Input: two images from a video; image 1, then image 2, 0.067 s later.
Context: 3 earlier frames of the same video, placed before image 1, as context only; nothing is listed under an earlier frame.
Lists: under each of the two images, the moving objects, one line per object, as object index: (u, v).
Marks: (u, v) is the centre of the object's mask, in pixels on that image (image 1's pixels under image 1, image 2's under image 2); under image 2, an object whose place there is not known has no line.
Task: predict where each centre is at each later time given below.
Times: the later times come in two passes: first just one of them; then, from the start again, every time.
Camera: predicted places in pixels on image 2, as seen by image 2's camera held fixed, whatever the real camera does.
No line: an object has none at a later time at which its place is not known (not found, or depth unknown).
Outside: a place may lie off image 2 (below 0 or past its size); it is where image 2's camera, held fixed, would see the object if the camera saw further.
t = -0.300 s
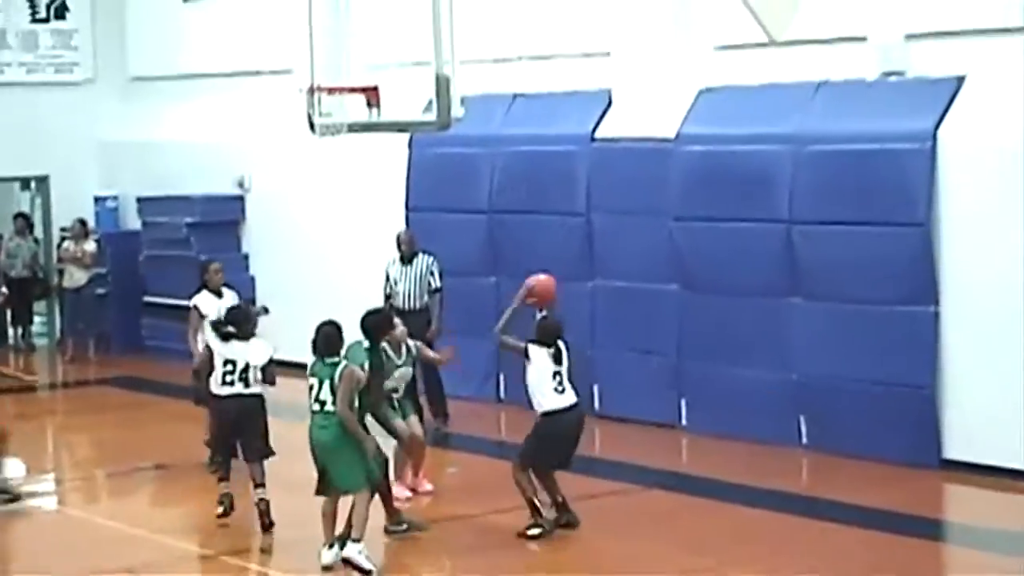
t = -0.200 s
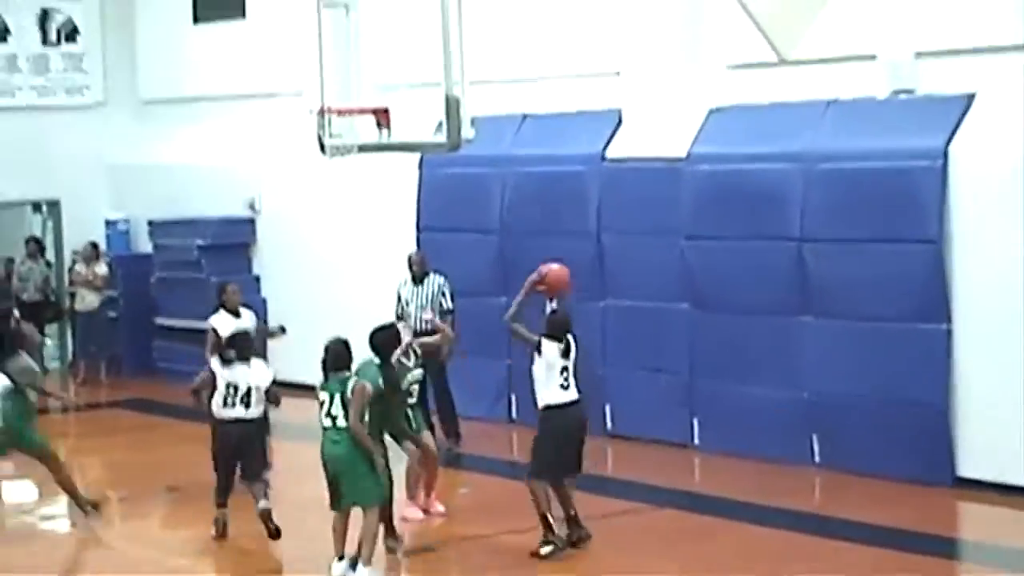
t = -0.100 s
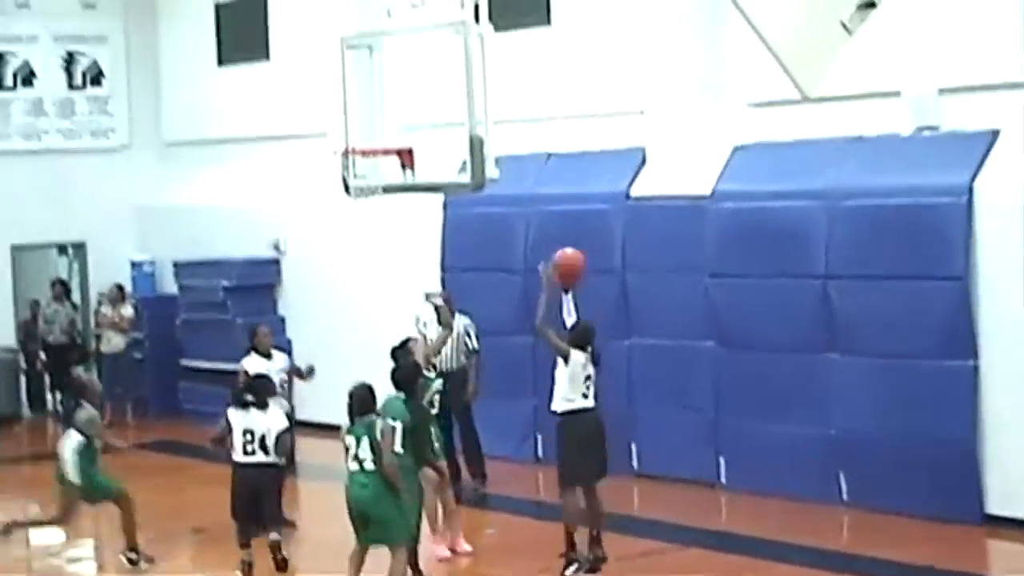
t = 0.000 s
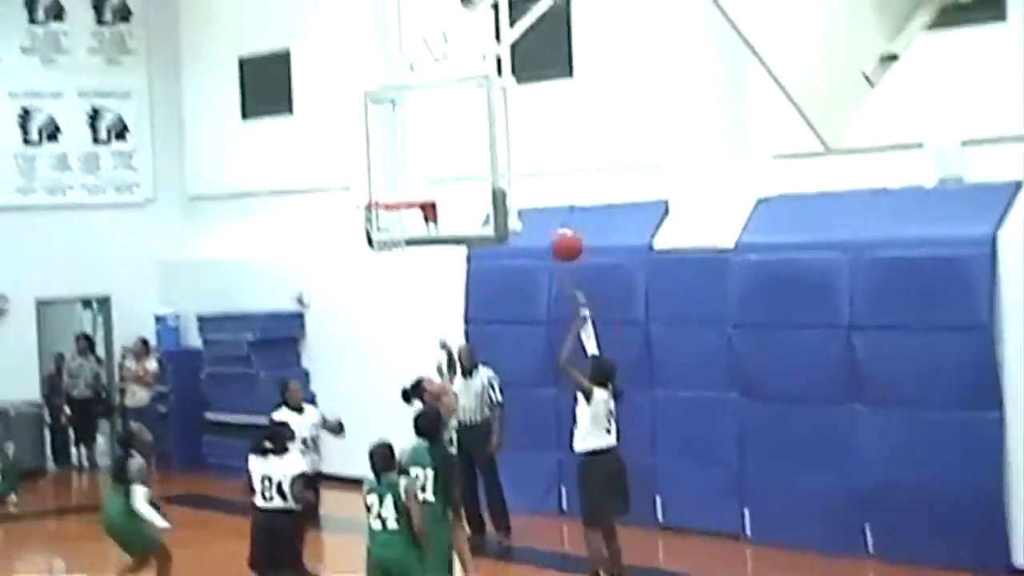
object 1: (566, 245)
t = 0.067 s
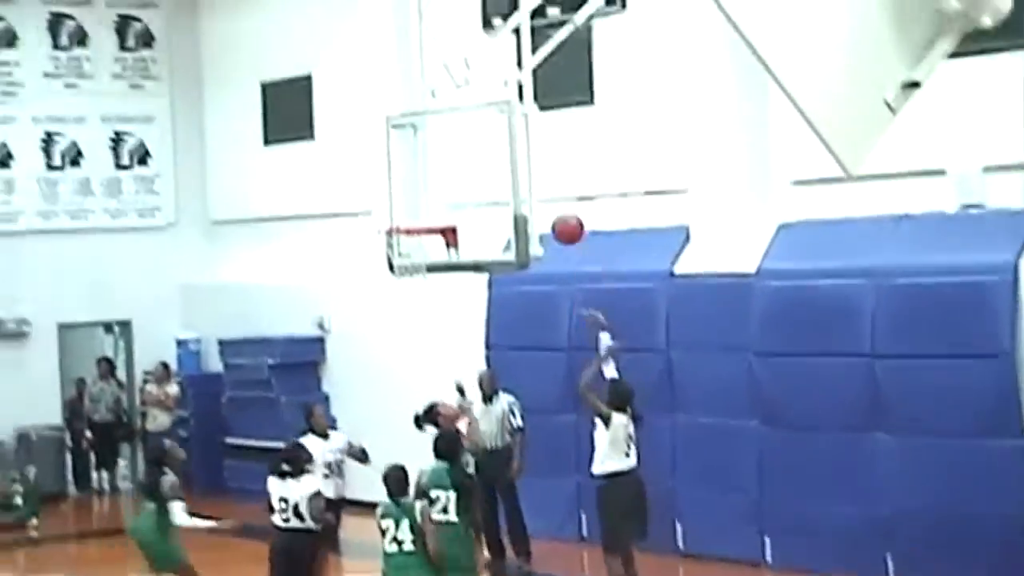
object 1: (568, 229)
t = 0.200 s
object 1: (528, 164)
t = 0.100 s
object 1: (558, 210)
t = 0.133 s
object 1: (547, 194)
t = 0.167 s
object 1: (537, 179)
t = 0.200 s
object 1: (528, 164)
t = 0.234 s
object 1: (518, 153)
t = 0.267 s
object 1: (510, 142)
